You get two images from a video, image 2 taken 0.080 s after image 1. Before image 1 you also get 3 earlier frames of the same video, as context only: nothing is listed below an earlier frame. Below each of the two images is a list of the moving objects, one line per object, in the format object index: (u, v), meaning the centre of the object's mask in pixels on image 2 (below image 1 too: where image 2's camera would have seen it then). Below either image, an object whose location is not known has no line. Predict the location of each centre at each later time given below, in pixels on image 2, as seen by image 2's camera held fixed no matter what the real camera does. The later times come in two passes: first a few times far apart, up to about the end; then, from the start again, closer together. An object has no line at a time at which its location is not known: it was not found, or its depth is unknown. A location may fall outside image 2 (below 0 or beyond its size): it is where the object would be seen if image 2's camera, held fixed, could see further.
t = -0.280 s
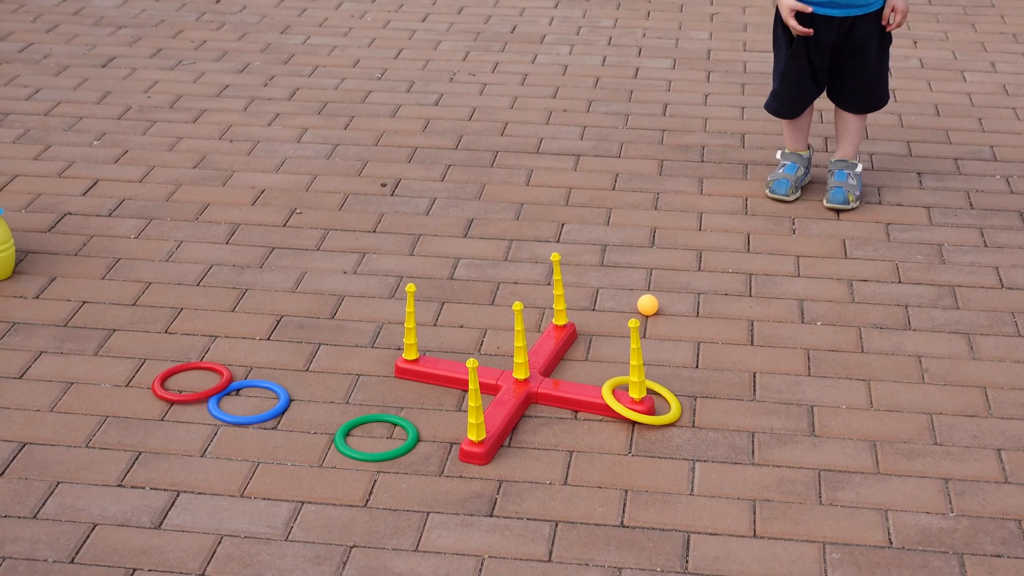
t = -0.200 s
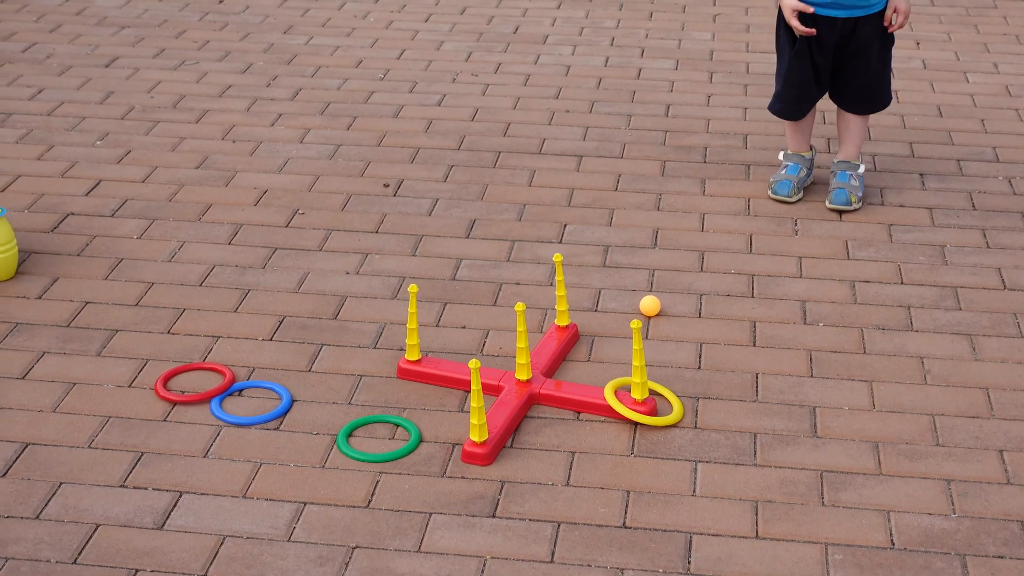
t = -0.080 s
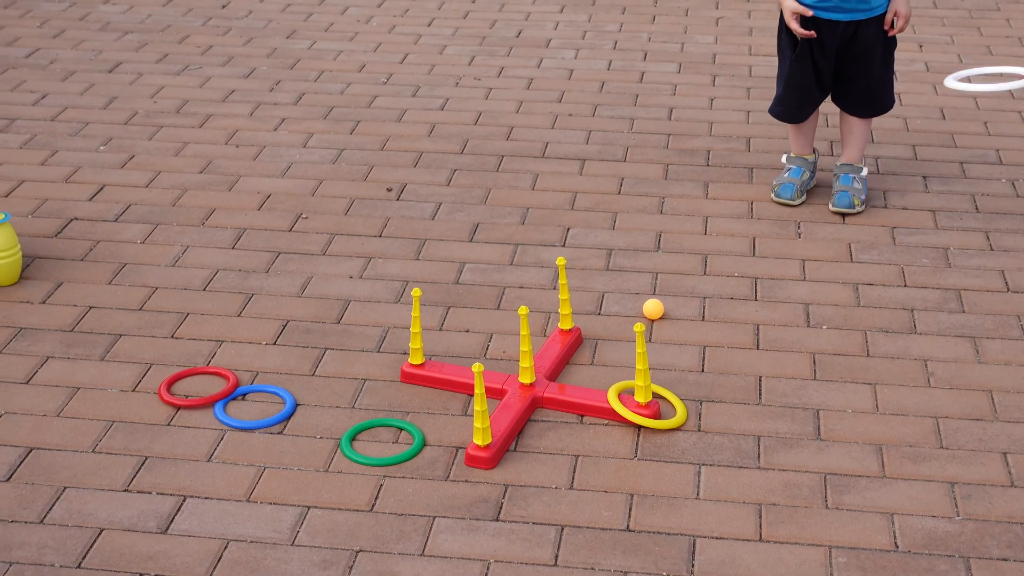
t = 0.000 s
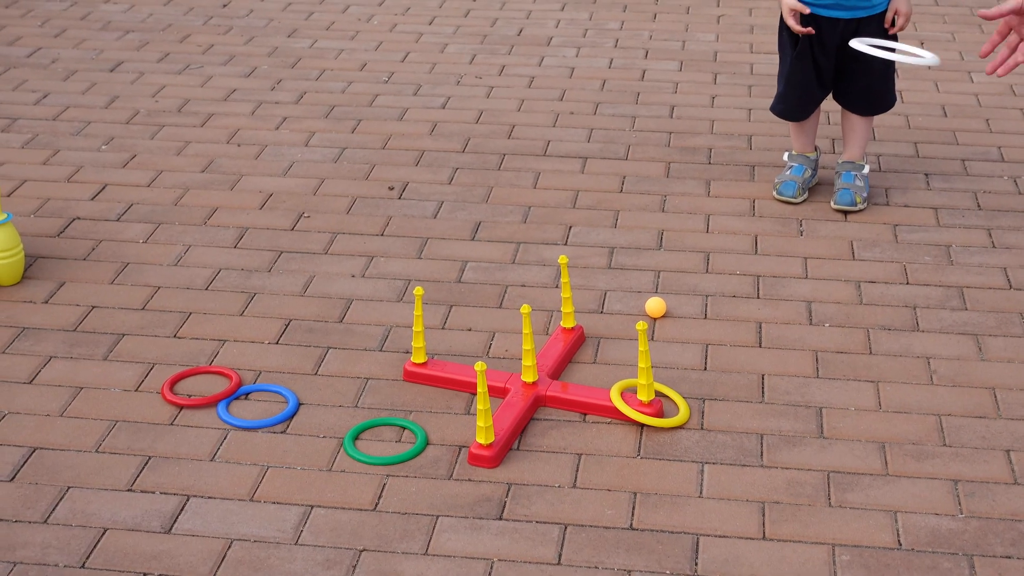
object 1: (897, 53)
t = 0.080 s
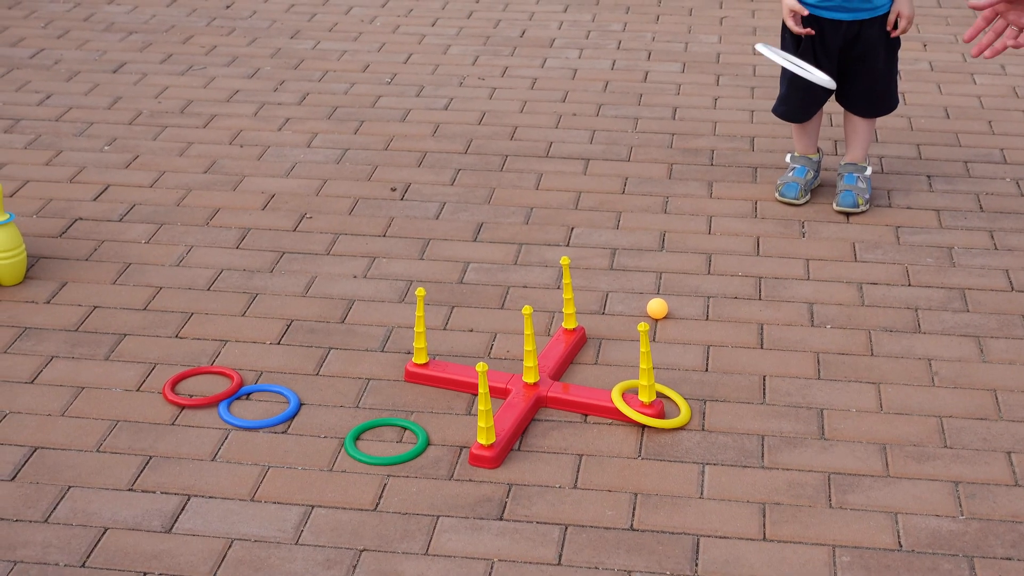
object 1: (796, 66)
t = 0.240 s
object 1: (608, 180)
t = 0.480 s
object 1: (515, 349)
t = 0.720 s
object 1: (555, 389)
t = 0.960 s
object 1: (553, 393)
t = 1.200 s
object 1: (554, 392)
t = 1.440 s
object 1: (553, 392)
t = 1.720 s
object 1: (556, 392)
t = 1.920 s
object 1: (554, 392)
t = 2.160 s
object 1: (555, 392)
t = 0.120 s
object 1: (746, 84)
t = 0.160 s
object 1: (697, 109)
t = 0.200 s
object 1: (651, 141)
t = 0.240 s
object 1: (608, 180)
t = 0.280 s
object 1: (569, 227)
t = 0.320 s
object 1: (534, 280)
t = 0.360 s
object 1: (507, 344)
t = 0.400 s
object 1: (525, 382)
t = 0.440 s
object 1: (506, 363)
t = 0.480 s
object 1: (515, 349)
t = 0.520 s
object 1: (538, 337)
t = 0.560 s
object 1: (542, 340)
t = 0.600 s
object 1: (533, 369)
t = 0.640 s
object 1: (550, 382)
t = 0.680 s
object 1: (552, 389)
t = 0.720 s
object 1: (555, 389)
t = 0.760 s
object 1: (554, 392)
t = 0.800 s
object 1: (555, 391)
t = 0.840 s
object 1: (556, 392)
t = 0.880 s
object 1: (551, 392)
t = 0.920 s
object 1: (554, 392)
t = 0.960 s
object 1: (553, 393)
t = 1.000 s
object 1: (553, 392)
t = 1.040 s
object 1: (555, 392)
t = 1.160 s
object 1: (553, 392)
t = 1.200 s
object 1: (554, 392)
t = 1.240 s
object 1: (555, 392)
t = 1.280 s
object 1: (557, 392)
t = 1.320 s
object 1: (555, 392)
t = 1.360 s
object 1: (557, 392)
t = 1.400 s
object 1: (554, 392)
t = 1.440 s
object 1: (553, 392)
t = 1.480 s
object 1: (556, 392)
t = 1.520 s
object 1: (553, 392)
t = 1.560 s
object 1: (555, 392)
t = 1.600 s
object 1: (556, 392)
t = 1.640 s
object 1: (555, 392)
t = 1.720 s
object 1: (556, 392)
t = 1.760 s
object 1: (557, 392)
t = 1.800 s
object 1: (557, 392)
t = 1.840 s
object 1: (556, 393)
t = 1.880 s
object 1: (554, 393)
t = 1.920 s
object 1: (554, 392)
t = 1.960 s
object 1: (552, 393)
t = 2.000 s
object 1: (555, 392)
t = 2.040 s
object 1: (553, 392)
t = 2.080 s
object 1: (553, 392)
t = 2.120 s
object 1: (555, 392)
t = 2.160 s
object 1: (555, 392)
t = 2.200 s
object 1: (554, 392)
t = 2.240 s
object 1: (556, 392)
